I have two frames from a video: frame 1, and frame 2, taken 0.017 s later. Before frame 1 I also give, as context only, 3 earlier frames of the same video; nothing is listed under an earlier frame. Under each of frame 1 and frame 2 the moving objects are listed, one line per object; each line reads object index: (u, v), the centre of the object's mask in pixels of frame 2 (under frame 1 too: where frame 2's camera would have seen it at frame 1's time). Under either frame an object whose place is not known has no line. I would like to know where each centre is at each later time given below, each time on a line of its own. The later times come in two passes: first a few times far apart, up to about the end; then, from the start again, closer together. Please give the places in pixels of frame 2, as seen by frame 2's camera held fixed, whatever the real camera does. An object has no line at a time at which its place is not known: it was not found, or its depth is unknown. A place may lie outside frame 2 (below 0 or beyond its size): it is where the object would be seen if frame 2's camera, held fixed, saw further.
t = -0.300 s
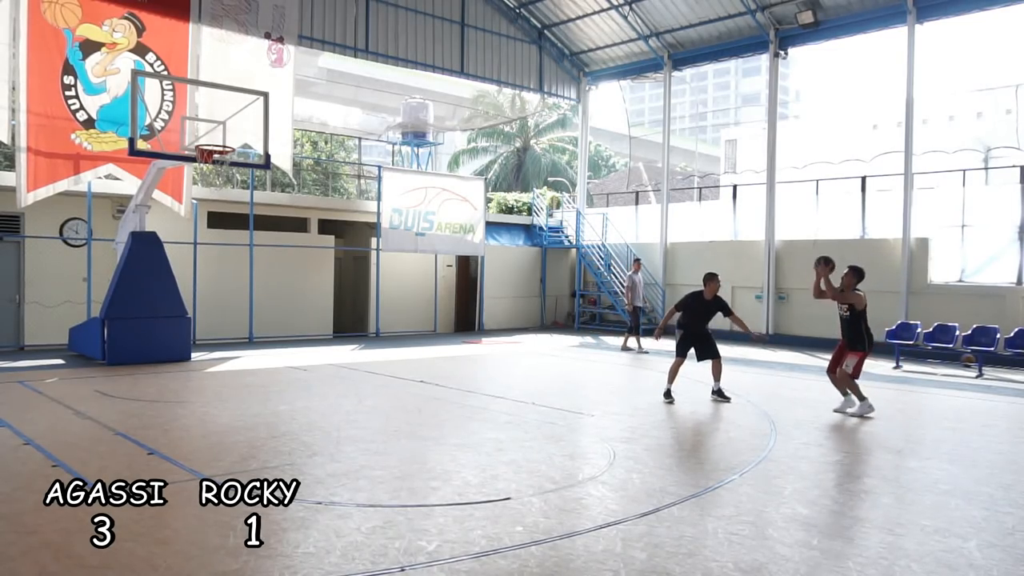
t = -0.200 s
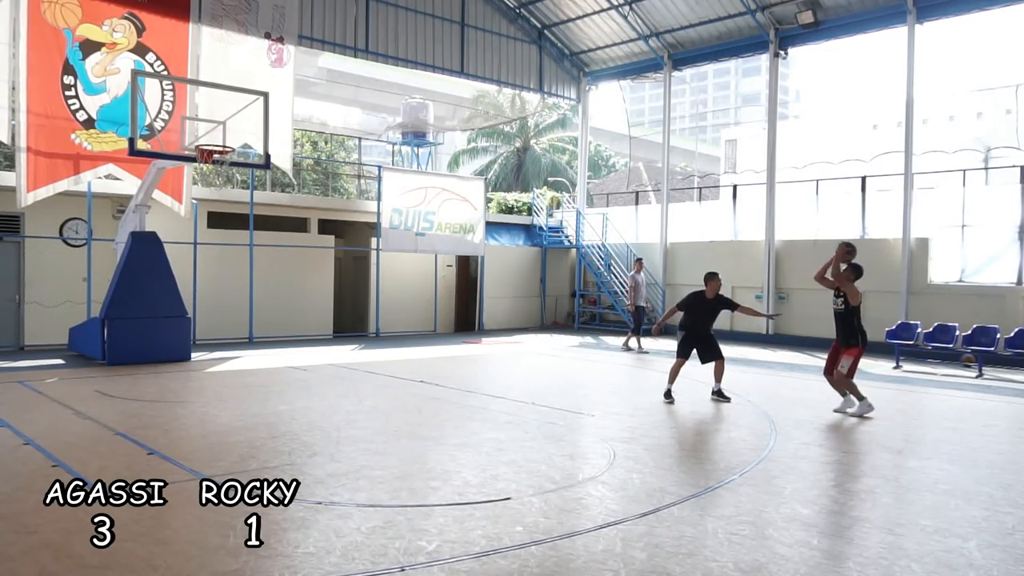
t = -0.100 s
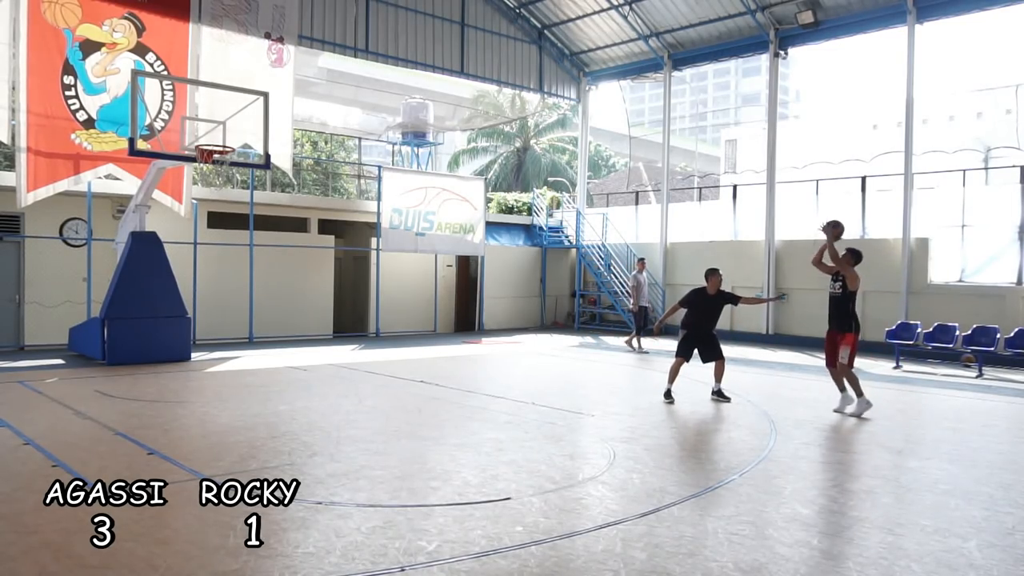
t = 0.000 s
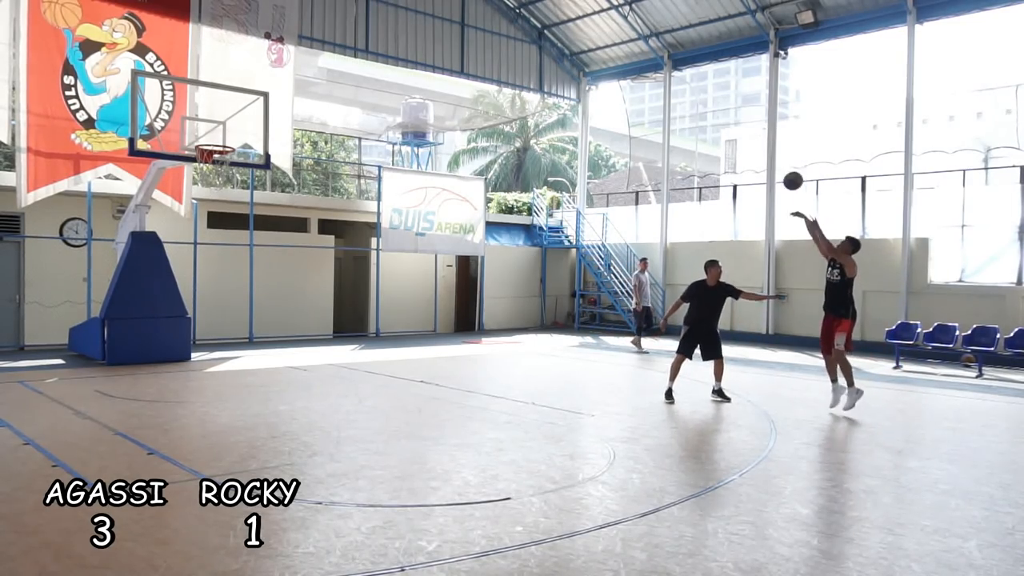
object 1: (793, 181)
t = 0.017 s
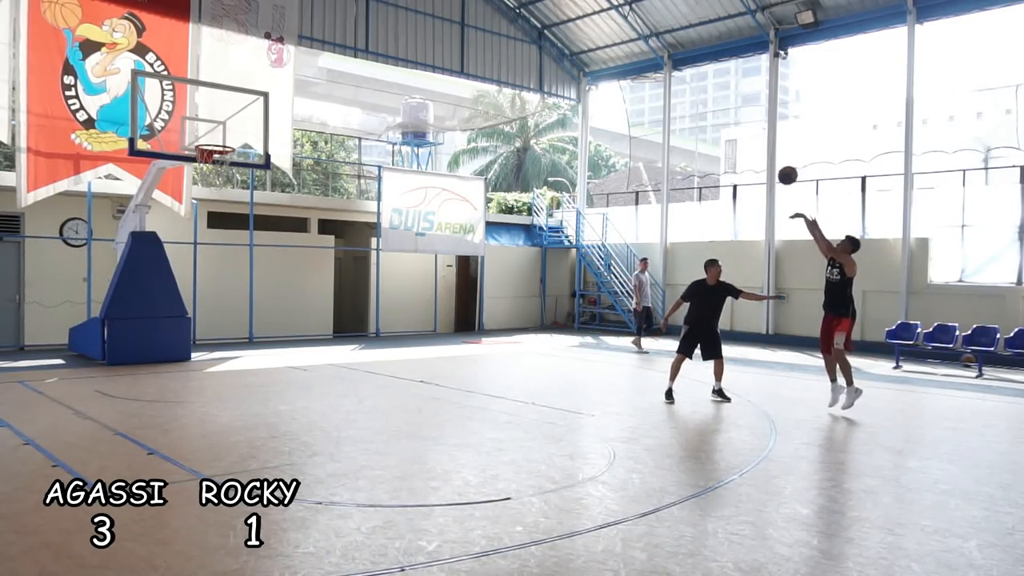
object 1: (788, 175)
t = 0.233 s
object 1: (673, 79)
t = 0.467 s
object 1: (560, 26)
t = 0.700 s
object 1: (449, 16)
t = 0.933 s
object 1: (349, 48)
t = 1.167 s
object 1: (253, 117)
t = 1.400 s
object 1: (210, 130)
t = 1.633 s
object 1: (216, 123)
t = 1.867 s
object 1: (222, 161)
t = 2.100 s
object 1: (228, 258)
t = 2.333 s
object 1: (232, 407)
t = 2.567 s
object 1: (230, 296)
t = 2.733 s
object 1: (227, 242)
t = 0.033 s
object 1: (776, 165)
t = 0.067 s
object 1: (761, 150)
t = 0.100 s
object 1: (740, 131)
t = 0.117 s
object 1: (735, 126)
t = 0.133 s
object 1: (724, 118)
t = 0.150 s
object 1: (714, 109)
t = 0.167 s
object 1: (709, 105)
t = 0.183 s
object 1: (698, 98)
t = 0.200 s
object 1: (688, 90)
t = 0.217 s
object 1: (683, 87)
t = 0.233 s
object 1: (673, 79)
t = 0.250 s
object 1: (663, 73)
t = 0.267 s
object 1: (658, 70)
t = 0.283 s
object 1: (648, 64)
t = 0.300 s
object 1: (638, 58)
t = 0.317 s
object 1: (633, 56)
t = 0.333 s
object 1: (623, 51)
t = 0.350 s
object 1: (613, 46)
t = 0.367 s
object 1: (609, 44)
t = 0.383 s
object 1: (599, 39)
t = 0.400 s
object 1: (589, 36)
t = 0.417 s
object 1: (584, 34)
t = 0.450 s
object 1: (565, 27)
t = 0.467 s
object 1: (560, 26)
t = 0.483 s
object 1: (551, 23)
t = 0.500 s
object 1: (541, 21)
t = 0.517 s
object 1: (537, 20)
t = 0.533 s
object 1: (527, 18)
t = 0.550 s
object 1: (519, 17)
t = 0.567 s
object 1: (513, 17)
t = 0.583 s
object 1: (504, 15)
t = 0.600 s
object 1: (495, 15)
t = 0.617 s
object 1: (490, 15)
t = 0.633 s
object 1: (481, 14)
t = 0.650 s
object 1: (472, 14)
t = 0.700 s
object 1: (449, 16)
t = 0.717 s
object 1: (445, 16)
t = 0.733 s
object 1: (436, 18)
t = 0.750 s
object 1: (427, 19)
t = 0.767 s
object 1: (423, 20)
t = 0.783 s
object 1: (414, 22)
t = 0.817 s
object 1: (401, 26)
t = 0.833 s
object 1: (392, 29)
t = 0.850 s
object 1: (383, 32)
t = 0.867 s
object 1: (379, 34)
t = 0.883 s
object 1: (370, 37)
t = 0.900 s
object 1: (362, 42)
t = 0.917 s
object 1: (358, 43)
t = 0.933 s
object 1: (349, 48)
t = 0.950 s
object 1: (340, 52)
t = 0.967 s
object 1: (337, 54)
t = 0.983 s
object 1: (328, 60)
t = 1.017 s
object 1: (315, 68)
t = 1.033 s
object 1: (307, 74)
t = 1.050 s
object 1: (298, 79)
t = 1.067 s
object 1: (294, 83)
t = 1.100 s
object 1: (277, 96)
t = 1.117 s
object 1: (273, 99)
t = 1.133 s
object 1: (265, 106)
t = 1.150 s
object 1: (257, 113)
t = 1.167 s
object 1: (253, 117)
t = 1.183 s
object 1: (245, 124)
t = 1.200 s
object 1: (237, 132)
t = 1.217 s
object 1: (232, 137)
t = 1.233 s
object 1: (225, 145)
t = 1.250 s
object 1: (219, 145)
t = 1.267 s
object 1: (216, 145)
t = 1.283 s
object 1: (209, 145)
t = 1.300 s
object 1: (208, 141)
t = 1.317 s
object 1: (208, 142)
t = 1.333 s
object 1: (208, 139)
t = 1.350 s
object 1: (208, 137)
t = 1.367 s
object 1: (209, 136)
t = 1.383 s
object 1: (209, 132)
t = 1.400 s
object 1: (210, 130)
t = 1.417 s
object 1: (210, 129)
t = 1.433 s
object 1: (211, 127)
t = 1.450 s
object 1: (211, 125)
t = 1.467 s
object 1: (212, 124)
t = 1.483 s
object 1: (212, 123)
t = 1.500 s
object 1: (213, 122)
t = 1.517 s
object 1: (213, 122)
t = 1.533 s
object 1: (214, 121)
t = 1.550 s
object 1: (214, 121)
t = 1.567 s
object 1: (214, 121)
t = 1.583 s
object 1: (215, 121)
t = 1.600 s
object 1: (216, 122)
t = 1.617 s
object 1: (216, 122)
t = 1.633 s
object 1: (216, 123)
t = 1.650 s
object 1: (217, 125)
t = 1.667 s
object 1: (217, 125)
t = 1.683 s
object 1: (218, 127)
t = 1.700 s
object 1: (218, 130)
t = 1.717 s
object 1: (219, 131)
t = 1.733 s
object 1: (219, 134)
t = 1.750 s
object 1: (219, 137)
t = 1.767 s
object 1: (220, 139)
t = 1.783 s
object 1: (220, 143)
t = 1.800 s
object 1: (221, 147)
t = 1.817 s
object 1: (221, 150)
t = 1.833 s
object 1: (222, 154)
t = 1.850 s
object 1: (222, 159)
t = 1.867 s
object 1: (222, 161)
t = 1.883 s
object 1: (223, 167)
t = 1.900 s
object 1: (223, 173)
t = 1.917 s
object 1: (223, 177)
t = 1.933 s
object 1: (224, 183)
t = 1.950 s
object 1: (225, 190)
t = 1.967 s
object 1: (224, 194)
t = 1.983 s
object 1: (225, 202)
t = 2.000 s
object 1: (225, 211)
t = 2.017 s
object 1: (227, 214)
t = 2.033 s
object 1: (227, 223)
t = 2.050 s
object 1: (227, 233)
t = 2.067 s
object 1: (227, 238)
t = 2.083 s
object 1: (227, 248)
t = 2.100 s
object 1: (228, 258)
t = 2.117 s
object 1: (228, 263)
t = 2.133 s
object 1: (229, 274)
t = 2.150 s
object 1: (229, 286)
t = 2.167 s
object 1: (229, 292)
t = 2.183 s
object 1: (229, 304)
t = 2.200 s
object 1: (230, 317)
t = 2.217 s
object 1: (230, 324)
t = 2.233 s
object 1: (231, 337)
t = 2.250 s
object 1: (231, 351)
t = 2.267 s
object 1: (231, 358)
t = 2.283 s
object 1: (231, 373)
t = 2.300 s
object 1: (232, 388)
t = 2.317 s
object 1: (232, 396)
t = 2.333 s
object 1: (232, 407)
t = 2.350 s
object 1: (232, 396)
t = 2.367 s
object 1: (232, 391)
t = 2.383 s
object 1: (232, 380)
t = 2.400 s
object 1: (231, 369)
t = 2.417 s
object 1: (231, 364)
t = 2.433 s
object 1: (231, 354)
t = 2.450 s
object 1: (231, 344)
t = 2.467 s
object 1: (230, 340)
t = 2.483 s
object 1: (231, 330)
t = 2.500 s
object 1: (230, 321)
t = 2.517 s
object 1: (230, 317)
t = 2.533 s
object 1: (230, 309)
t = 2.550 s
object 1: (230, 300)
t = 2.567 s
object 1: (230, 296)
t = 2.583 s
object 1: (229, 289)
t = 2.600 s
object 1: (229, 281)
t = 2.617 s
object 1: (229, 278)
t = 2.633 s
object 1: (228, 271)
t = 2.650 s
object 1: (228, 264)
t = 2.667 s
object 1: (228, 261)
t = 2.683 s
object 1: (228, 255)
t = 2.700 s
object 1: (227, 250)
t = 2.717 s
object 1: (227, 247)
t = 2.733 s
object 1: (227, 242)
